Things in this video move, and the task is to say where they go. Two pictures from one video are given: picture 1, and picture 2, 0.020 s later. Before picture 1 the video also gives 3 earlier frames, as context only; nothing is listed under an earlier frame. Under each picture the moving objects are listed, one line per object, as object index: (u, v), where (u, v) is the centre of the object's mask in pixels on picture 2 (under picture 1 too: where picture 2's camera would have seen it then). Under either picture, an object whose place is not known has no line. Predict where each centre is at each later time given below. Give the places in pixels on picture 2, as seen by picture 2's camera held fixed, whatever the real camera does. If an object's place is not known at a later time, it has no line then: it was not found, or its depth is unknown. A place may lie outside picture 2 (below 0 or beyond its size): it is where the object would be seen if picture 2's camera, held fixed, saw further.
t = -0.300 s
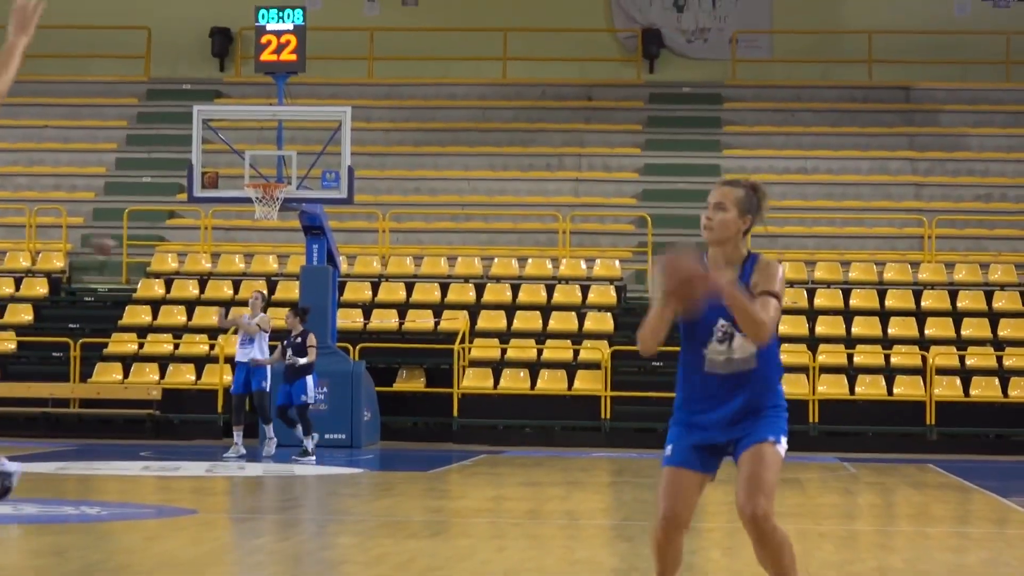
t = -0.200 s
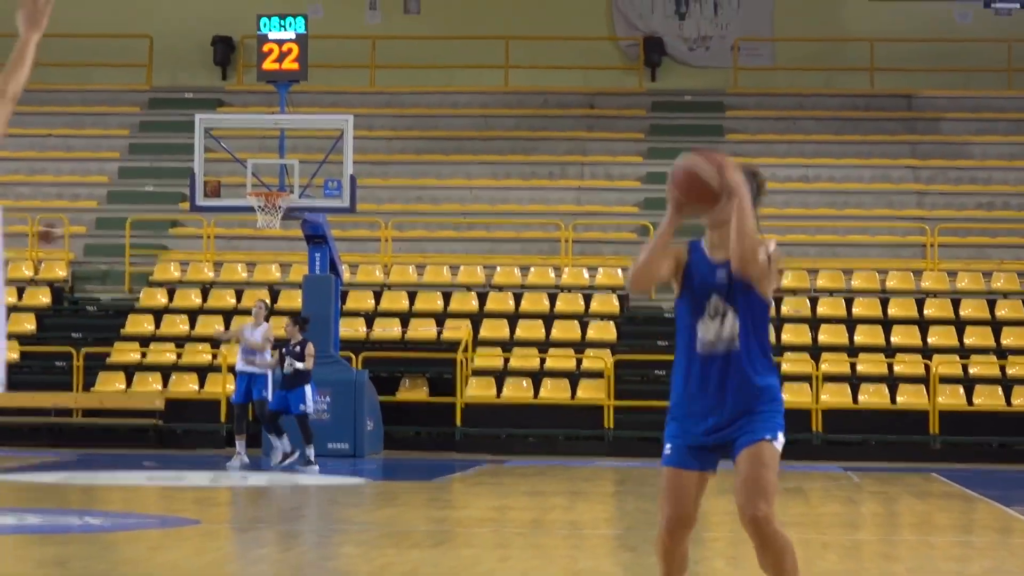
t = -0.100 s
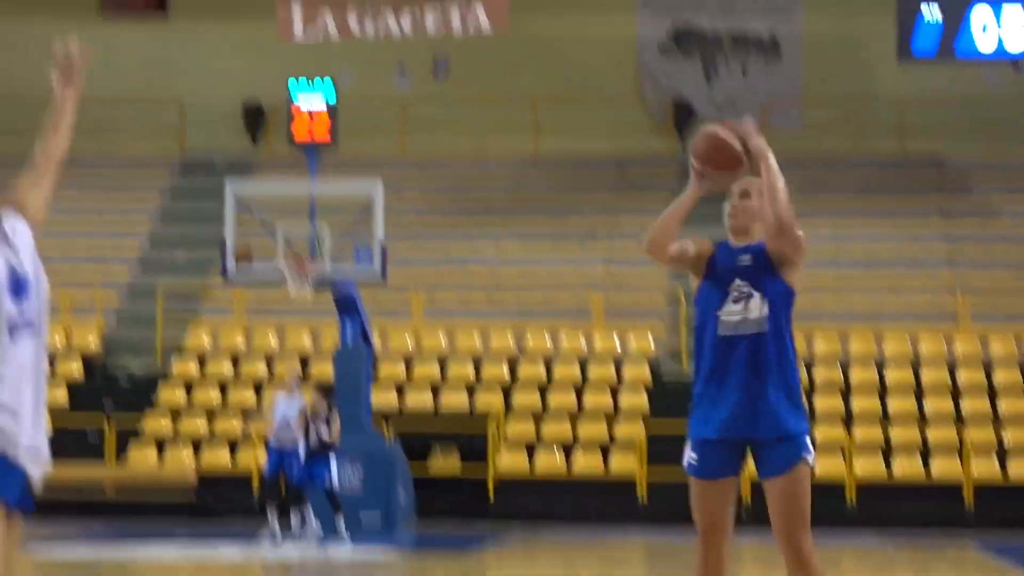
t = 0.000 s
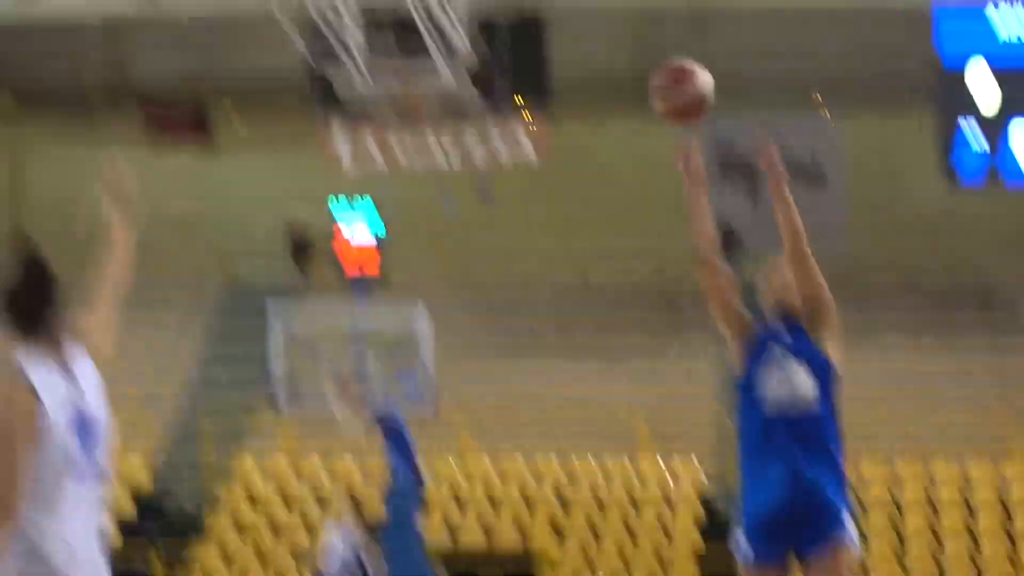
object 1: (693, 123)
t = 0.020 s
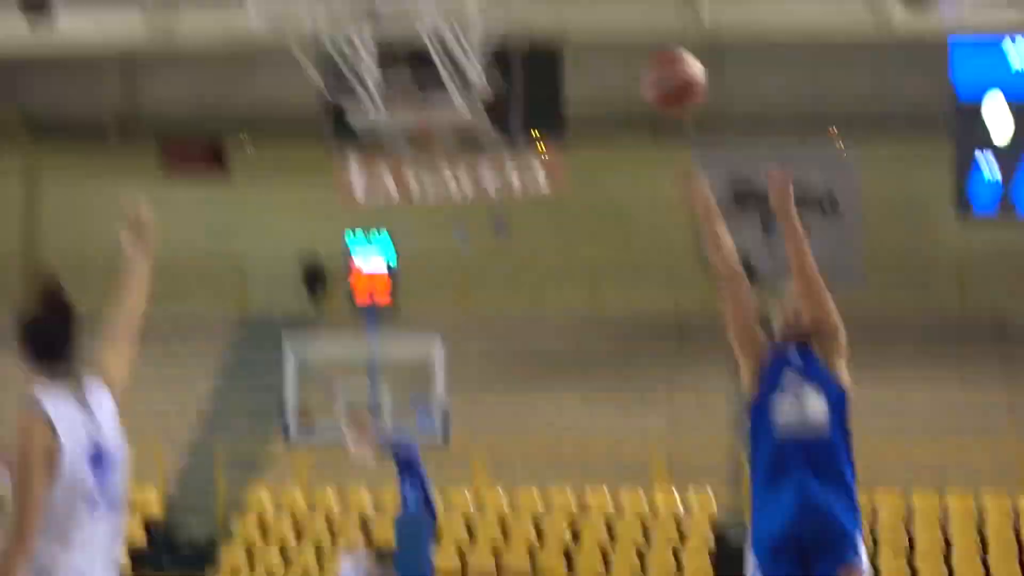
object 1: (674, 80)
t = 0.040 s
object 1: (659, 41)
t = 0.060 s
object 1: (631, -1)
